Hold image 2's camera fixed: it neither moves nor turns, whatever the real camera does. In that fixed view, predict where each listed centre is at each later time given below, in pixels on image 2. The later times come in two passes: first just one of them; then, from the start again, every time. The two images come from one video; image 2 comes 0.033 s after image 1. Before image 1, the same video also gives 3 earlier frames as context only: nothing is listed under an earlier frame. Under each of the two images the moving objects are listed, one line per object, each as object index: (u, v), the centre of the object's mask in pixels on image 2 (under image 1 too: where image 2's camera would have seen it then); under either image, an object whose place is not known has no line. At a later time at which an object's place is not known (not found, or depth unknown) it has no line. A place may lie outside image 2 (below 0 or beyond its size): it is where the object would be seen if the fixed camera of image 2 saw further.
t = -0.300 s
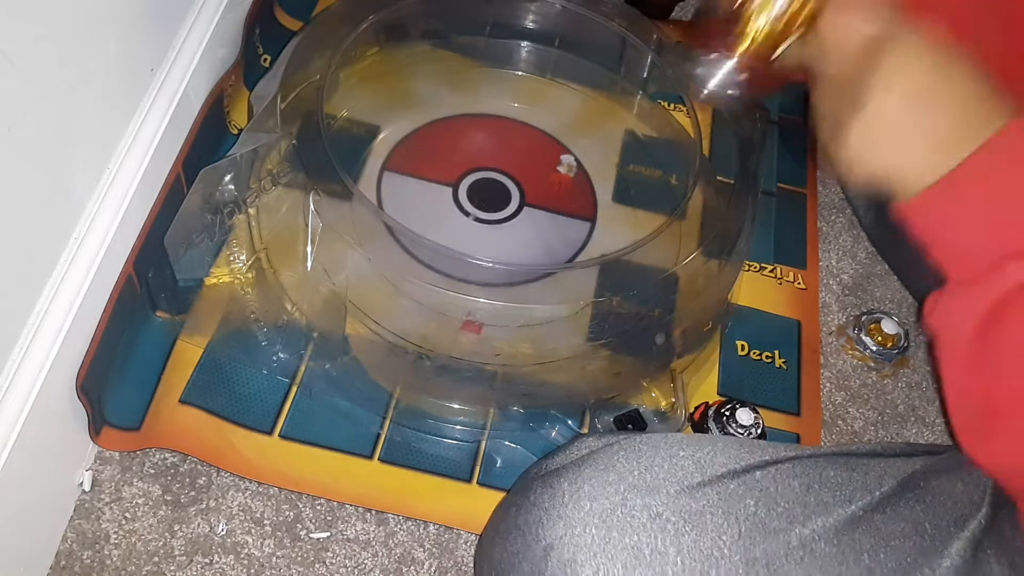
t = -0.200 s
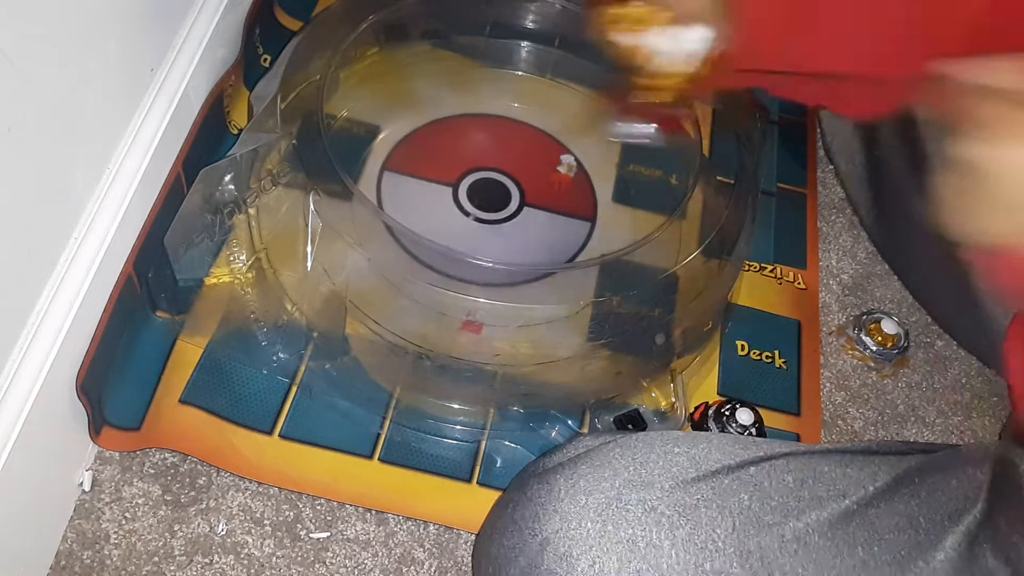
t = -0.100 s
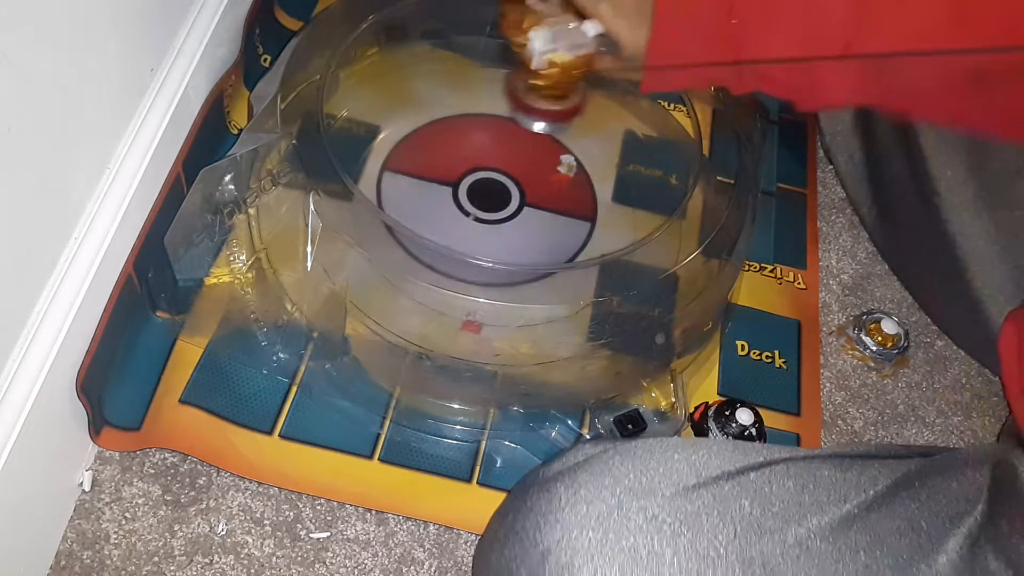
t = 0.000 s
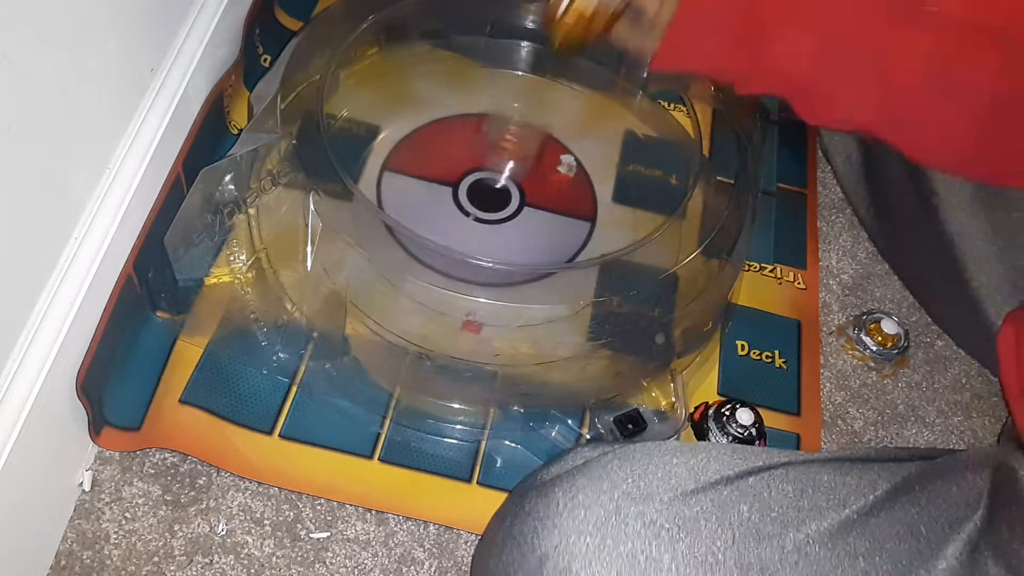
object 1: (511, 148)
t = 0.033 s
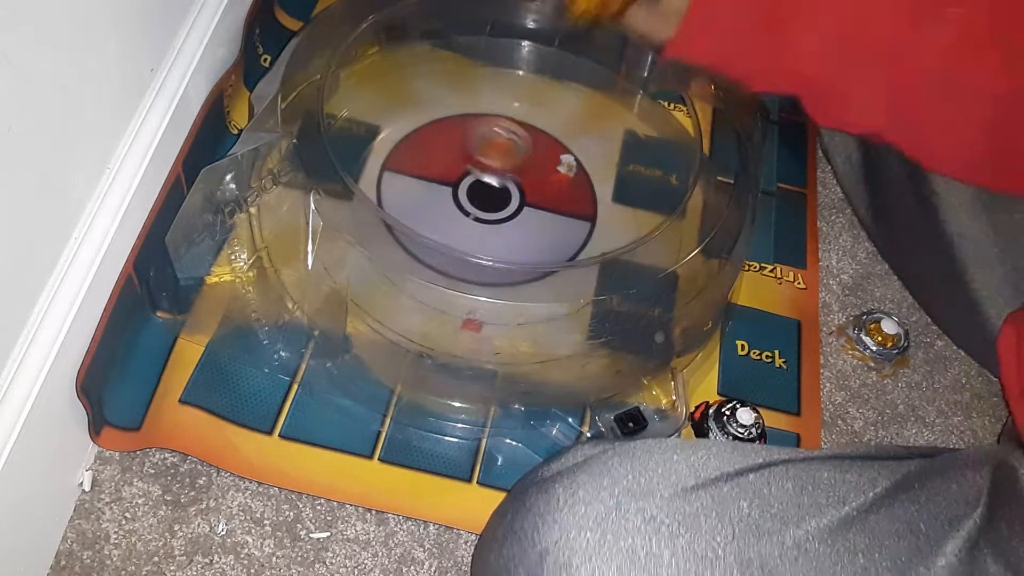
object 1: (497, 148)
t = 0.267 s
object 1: (413, 208)
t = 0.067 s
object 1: (484, 143)
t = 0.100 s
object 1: (467, 148)
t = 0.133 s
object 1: (449, 162)
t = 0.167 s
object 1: (435, 173)
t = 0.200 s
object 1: (421, 185)
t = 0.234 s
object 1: (415, 194)
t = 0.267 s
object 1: (413, 208)
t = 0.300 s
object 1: (414, 227)
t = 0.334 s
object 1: (421, 241)
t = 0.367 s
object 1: (431, 256)
